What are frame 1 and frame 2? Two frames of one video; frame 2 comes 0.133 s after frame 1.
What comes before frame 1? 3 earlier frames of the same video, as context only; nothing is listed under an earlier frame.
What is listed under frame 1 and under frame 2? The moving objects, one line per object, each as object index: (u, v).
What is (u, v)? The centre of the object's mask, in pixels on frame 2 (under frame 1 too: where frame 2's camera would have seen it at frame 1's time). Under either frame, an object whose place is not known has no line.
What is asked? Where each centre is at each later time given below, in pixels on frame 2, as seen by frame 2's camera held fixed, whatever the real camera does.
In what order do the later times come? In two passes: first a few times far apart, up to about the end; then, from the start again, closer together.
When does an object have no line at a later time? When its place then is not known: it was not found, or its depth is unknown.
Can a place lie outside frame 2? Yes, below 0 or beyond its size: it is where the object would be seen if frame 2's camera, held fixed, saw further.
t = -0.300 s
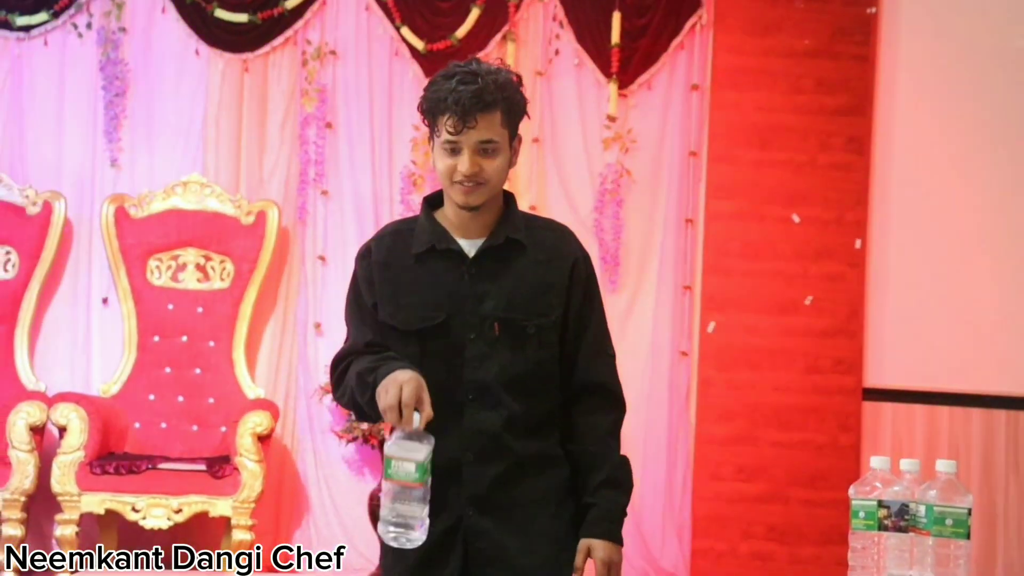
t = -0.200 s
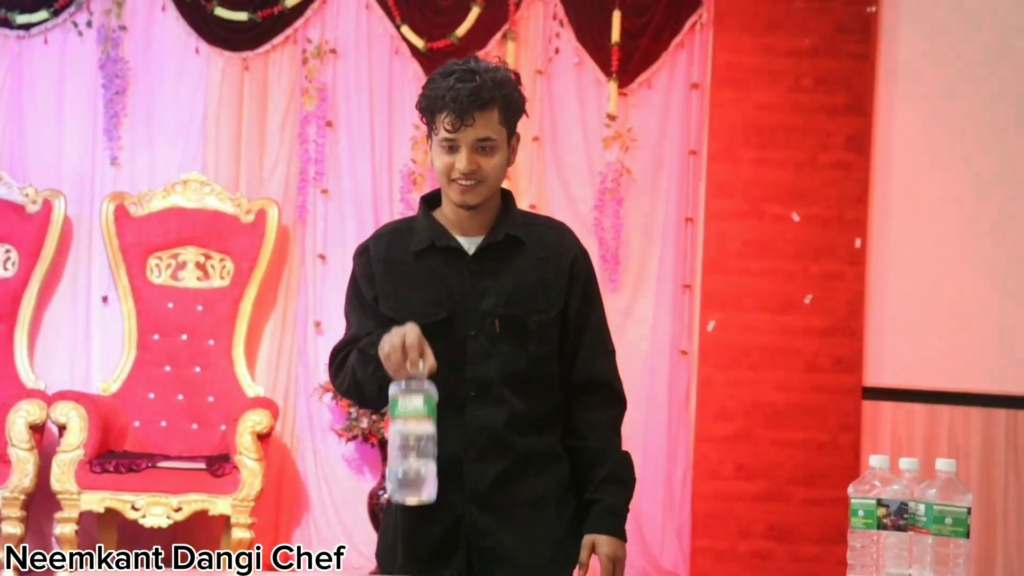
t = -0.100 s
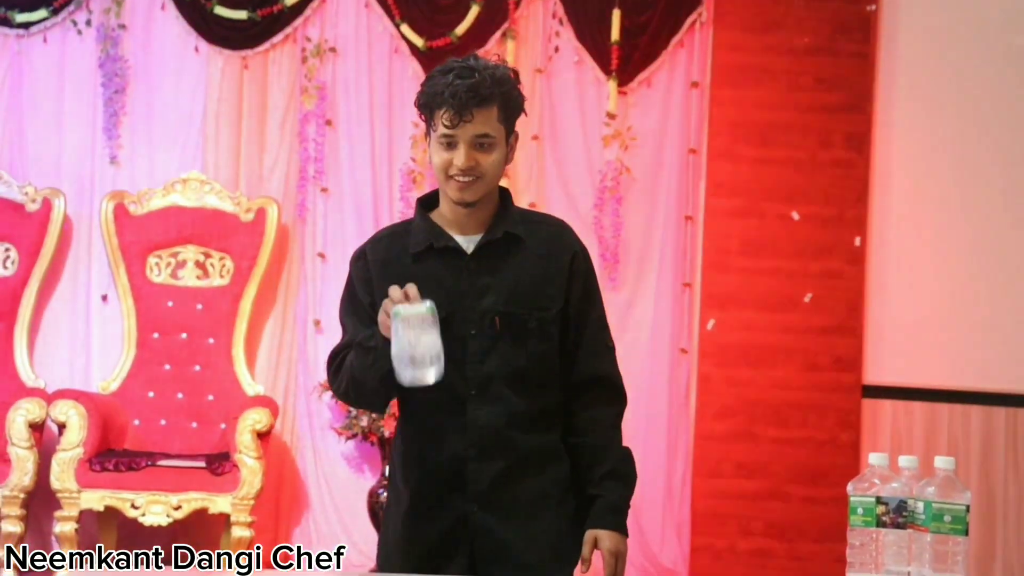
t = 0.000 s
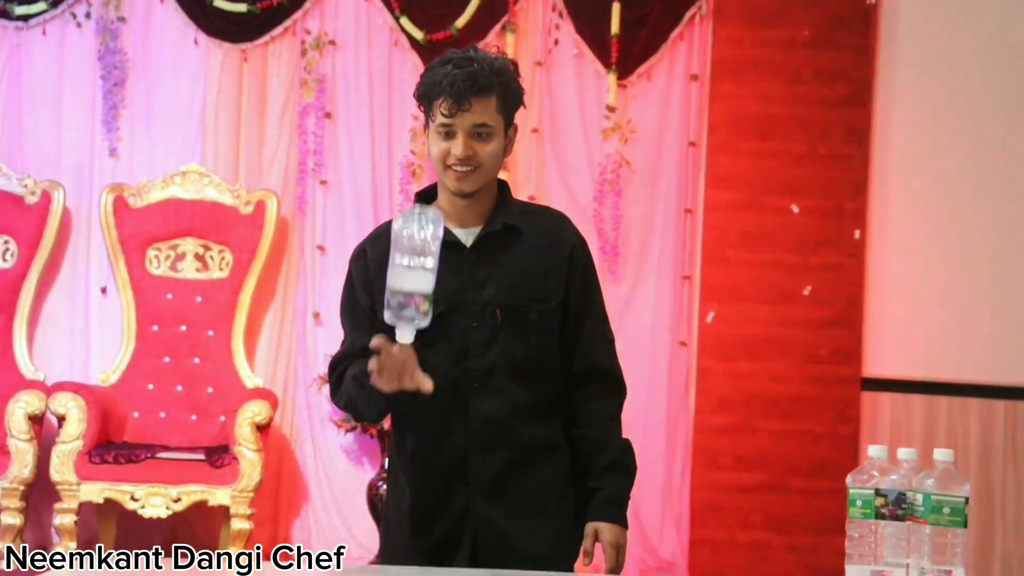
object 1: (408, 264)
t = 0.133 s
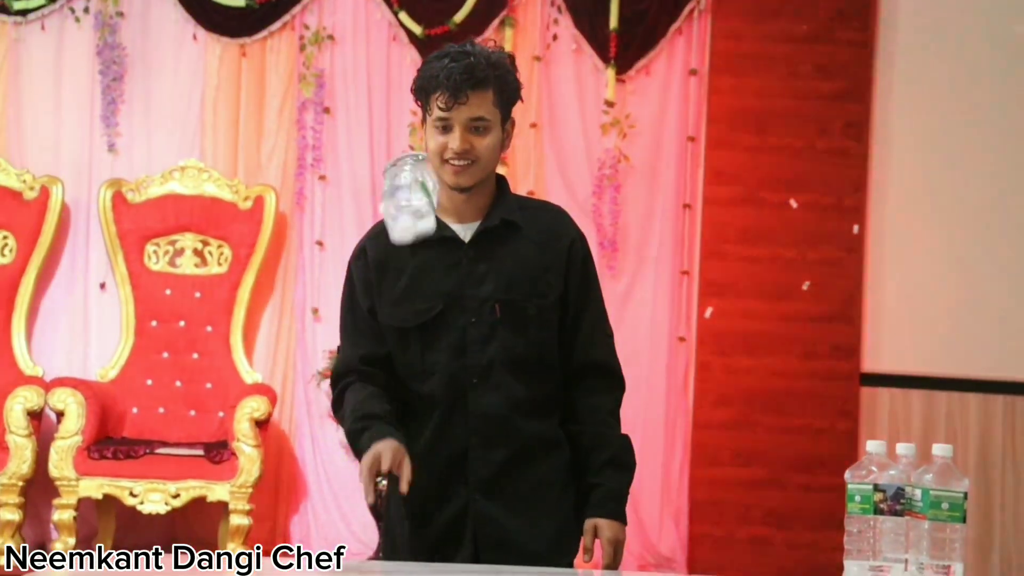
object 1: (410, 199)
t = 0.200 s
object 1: (407, 197)
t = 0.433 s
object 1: (377, 475)
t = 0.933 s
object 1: (375, 506)
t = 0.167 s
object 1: (409, 193)
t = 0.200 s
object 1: (407, 197)
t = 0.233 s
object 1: (404, 209)
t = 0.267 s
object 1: (400, 231)
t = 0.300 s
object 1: (396, 262)
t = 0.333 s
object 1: (392, 302)
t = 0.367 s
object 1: (388, 351)
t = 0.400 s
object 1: (382, 409)
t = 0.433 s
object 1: (377, 475)
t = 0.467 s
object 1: (375, 504)
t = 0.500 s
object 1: (374, 505)
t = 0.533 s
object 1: (375, 506)
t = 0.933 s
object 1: (375, 506)
